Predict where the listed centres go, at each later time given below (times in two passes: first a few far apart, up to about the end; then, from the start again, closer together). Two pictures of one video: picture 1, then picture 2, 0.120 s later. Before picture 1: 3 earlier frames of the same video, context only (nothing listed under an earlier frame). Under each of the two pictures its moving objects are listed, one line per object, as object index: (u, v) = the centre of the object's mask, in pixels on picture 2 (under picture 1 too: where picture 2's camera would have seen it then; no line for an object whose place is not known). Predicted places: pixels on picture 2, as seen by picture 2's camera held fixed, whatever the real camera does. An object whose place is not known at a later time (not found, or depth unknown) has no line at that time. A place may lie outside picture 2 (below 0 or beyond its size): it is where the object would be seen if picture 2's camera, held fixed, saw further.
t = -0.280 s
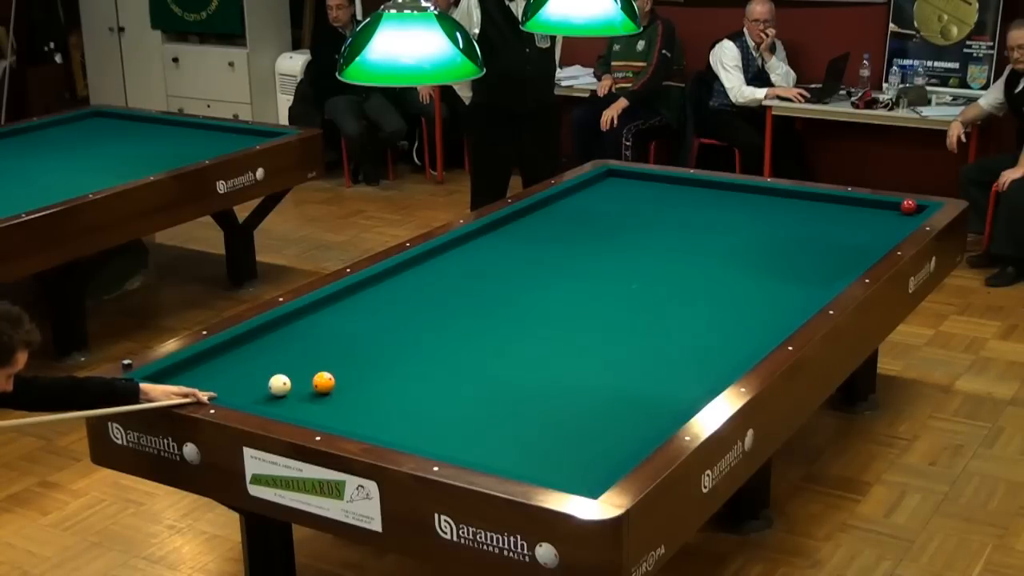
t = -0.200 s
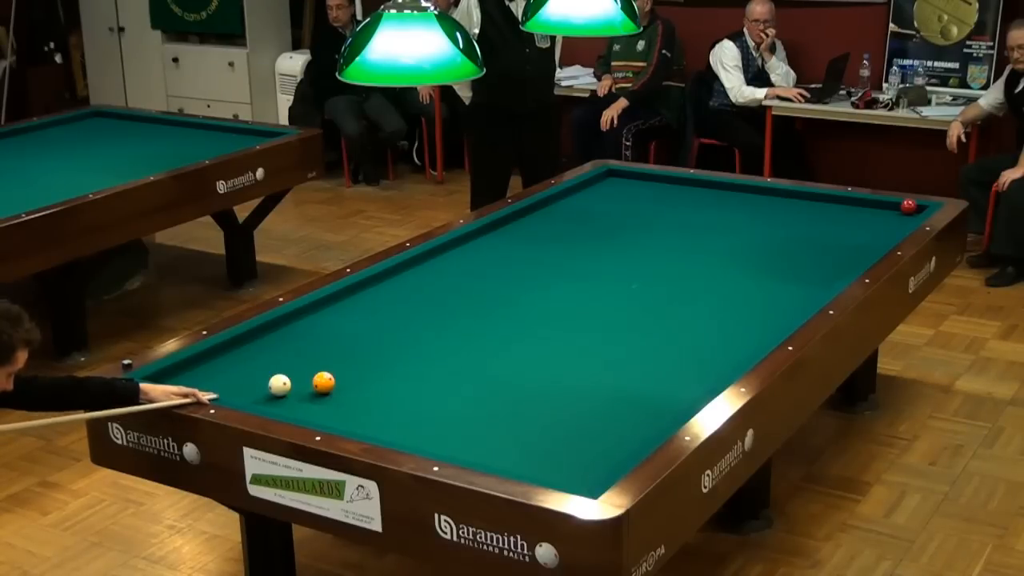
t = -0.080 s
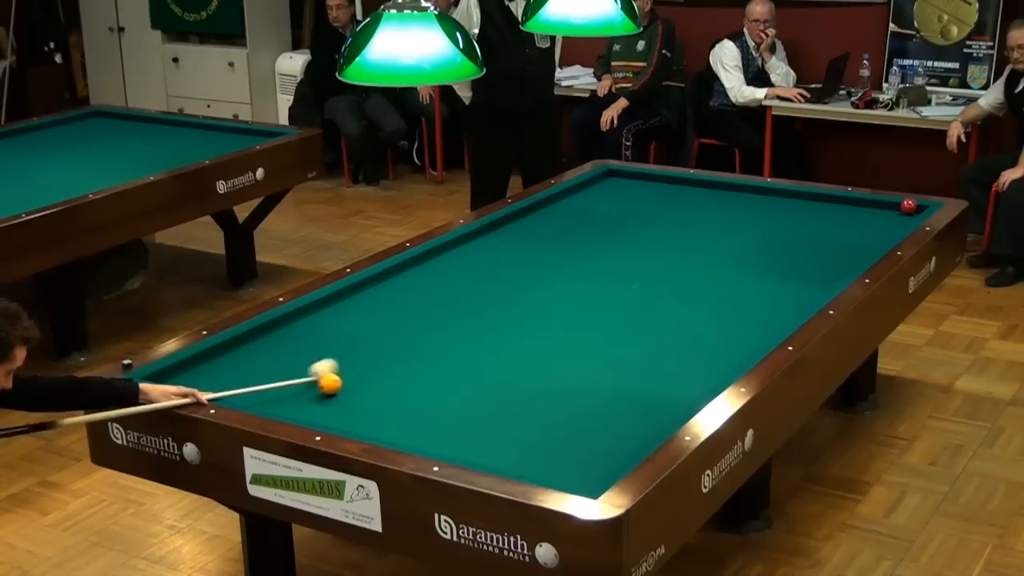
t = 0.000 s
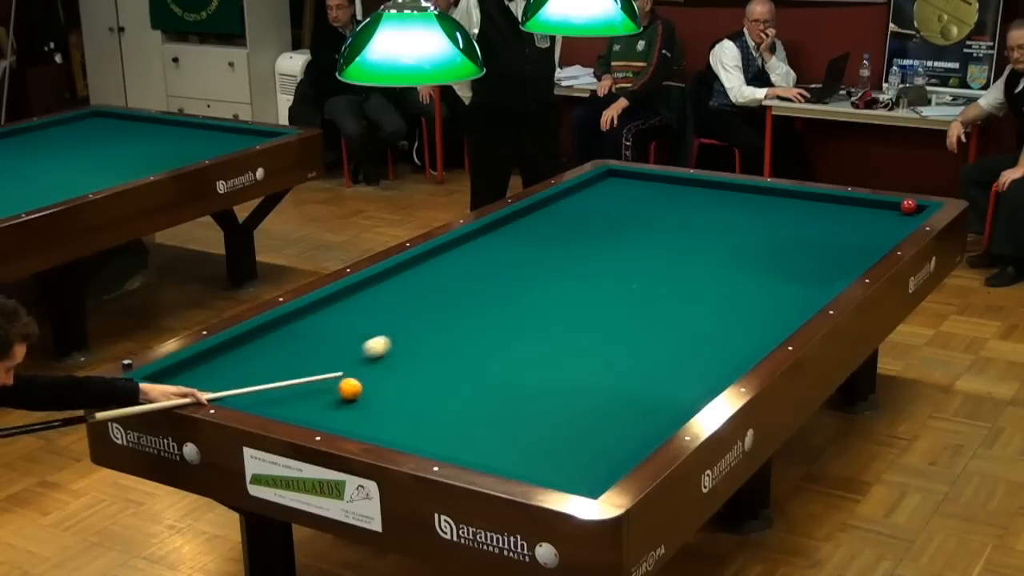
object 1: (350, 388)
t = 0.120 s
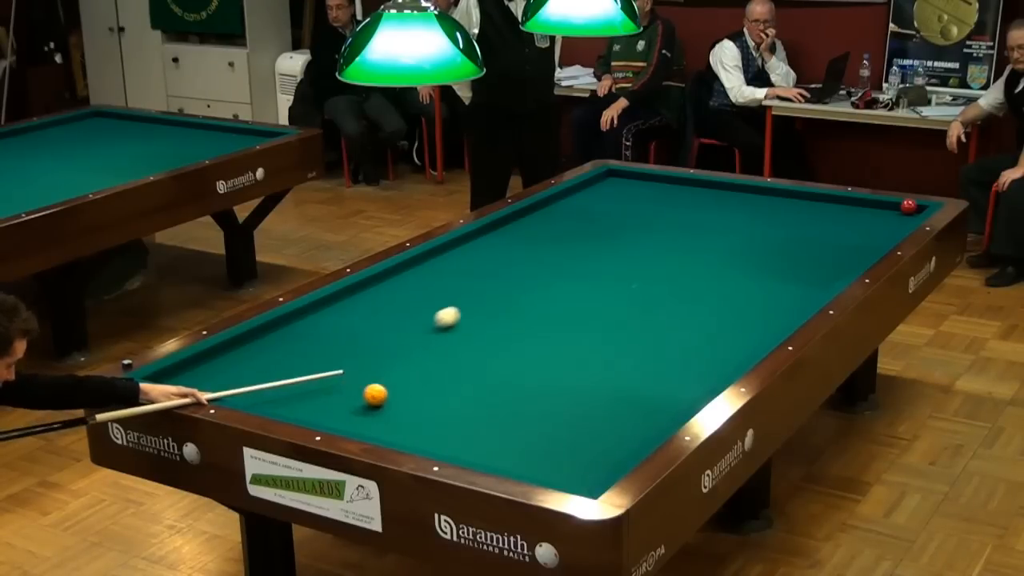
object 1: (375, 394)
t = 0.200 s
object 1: (392, 398)
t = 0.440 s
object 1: (444, 411)
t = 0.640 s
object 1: (488, 422)
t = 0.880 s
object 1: (542, 435)
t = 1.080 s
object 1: (589, 446)
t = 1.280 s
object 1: (609, 451)
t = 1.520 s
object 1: (579, 443)
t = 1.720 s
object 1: (554, 437)
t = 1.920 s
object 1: (531, 431)
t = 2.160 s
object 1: (505, 425)
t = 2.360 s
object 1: (483, 420)
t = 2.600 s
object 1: (460, 414)
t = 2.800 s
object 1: (441, 409)
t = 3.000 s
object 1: (424, 406)
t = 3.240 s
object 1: (404, 401)
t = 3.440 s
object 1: (389, 397)
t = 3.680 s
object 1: (381, 389)
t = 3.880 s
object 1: (381, 382)
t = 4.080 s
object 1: (382, 374)
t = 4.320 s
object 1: (382, 366)
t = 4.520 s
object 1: (382, 360)
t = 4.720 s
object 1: (382, 354)
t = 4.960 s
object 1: (382, 347)
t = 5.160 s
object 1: (382, 342)
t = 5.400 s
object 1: (382, 336)
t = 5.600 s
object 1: (382, 331)
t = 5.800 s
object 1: (382, 327)
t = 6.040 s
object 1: (383, 322)
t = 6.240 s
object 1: (383, 319)
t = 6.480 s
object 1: (383, 315)
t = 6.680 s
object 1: (383, 312)
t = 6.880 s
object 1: (384, 309)
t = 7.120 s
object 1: (384, 305)
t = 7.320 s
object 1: (384, 303)
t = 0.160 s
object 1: (383, 396)
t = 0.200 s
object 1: (392, 398)
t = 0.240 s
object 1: (401, 400)
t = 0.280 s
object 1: (409, 403)
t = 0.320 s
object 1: (418, 405)
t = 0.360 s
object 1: (426, 407)
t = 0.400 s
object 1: (435, 409)
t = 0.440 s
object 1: (444, 411)
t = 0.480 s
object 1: (453, 413)
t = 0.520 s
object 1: (462, 415)
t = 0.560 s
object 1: (470, 417)
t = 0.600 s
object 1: (479, 420)
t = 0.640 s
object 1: (488, 422)
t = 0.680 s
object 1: (497, 424)
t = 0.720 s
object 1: (506, 426)
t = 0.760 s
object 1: (515, 428)
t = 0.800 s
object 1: (524, 430)
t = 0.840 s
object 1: (533, 433)
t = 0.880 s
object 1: (542, 435)
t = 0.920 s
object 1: (552, 437)
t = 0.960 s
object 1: (561, 439)
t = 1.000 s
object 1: (570, 441)
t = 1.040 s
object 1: (580, 444)
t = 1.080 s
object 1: (589, 446)
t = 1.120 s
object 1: (599, 448)
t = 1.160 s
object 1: (608, 450)
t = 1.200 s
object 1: (617, 451)
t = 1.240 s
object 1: (615, 451)
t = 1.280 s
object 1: (609, 451)
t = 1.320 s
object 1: (604, 449)
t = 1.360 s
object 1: (598, 448)
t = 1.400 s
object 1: (593, 447)
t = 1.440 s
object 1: (588, 445)
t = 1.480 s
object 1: (583, 444)
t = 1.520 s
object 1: (579, 443)
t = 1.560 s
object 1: (574, 442)
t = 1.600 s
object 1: (568, 441)
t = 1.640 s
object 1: (564, 439)
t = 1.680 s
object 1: (559, 438)
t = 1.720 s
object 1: (554, 437)
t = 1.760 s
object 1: (549, 436)
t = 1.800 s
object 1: (545, 435)
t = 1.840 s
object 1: (540, 434)
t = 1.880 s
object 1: (535, 433)
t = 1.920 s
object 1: (531, 431)
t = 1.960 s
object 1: (526, 430)
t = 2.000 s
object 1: (522, 429)
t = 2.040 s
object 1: (518, 428)
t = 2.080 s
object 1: (513, 427)
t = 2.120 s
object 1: (509, 426)
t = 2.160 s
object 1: (505, 425)
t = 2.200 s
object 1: (500, 424)
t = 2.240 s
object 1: (496, 423)
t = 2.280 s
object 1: (492, 422)
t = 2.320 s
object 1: (488, 421)
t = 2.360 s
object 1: (483, 420)
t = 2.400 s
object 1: (479, 419)
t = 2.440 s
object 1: (475, 418)
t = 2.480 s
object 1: (472, 417)
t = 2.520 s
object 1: (467, 416)
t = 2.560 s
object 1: (464, 415)
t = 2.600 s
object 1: (460, 414)
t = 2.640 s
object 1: (456, 413)
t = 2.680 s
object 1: (452, 413)
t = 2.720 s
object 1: (449, 411)
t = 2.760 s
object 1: (445, 411)
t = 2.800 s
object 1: (441, 409)
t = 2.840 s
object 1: (438, 409)
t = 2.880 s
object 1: (434, 408)
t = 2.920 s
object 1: (431, 407)
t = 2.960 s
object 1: (427, 407)
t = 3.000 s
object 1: (424, 406)
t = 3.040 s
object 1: (421, 405)
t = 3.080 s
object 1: (417, 404)
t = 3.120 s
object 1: (411, 401)
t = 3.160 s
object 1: (410, 399)
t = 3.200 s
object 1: (407, 400)
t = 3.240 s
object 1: (404, 401)
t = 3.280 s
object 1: (401, 400)
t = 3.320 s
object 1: (398, 399)
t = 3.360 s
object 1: (395, 398)
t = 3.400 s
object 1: (392, 397)
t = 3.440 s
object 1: (389, 397)
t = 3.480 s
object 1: (386, 396)
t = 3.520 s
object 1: (383, 395)
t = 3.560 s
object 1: (381, 394)
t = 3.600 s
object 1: (381, 392)
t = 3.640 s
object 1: (381, 391)
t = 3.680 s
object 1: (381, 389)
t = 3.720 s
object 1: (381, 388)
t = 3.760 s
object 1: (381, 386)
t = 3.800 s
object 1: (381, 385)
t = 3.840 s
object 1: (381, 383)
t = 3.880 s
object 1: (381, 382)
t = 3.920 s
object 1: (381, 380)
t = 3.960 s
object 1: (381, 379)
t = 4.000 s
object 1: (382, 377)
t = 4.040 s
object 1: (382, 376)
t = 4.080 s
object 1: (382, 374)
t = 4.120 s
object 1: (382, 373)
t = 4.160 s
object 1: (382, 372)
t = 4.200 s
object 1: (382, 370)
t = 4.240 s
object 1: (381, 369)
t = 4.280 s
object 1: (382, 368)
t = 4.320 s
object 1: (382, 366)
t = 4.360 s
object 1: (382, 365)
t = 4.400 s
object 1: (382, 364)
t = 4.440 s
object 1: (382, 363)
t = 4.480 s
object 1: (382, 361)
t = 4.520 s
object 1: (382, 360)
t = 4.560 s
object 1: (382, 359)
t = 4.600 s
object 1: (382, 357)
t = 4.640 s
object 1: (382, 357)
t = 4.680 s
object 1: (382, 355)
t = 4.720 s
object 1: (382, 354)
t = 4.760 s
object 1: (382, 353)
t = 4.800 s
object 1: (382, 352)
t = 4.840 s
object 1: (382, 351)
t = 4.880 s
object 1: (382, 349)
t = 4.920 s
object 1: (382, 348)
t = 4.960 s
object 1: (382, 347)
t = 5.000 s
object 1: (382, 346)
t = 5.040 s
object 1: (382, 345)
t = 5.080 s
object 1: (382, 344)
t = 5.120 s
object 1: (382, 343)
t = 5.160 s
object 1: (382, 342)
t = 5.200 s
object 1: (382, 341)
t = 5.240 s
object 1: (382, 340)
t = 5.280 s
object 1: (382, 339)
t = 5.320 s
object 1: (382, 338)
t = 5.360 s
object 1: (382, 337)
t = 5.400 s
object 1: (382, 336)
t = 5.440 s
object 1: (382, 335)
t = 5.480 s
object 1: (382, 334)
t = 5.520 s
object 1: (382, 334)
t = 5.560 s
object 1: (383, 332)
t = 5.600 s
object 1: (382, 331)
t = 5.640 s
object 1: (382, 330)
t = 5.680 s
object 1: (383, 330)
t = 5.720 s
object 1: (382, 329)
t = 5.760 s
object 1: (383, 328)
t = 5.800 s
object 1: (382, 327)
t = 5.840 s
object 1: (382, 326)
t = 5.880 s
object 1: (383, 325)
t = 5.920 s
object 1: (382, 325)
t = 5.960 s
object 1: (383, 324)
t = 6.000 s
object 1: (383, 323)
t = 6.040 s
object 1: (383, 322)
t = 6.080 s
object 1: (383, 322)
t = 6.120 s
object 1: (383, 321)
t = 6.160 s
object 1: (383, 320)
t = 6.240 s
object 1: (383, 319)
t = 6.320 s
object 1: (383, 317)
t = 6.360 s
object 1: (383, 317)
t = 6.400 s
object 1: (383, 316)
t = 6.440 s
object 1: (383, 315)
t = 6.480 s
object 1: (383, 315)
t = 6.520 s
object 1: (383, 314)
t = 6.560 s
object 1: (383, 313)
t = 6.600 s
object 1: (383, 313)
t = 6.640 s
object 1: (383, 312)
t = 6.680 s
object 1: (383, 312)
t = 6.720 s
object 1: (384, 311)
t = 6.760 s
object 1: (383, 310)
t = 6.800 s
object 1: (383, 310)
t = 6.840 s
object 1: (383, 309)
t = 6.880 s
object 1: (384, 309)
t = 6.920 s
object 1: (384, 308)
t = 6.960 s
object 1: (384, 308)
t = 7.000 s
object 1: (383, 307)
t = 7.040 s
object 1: (384, 307)
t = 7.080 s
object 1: (383, 306)
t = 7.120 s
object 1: (384, 305)
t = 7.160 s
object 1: (384, 305)
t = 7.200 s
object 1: (384, 304)
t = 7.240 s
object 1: (384, 304)
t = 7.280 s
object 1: (384, 303)
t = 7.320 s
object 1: (384, 303)
